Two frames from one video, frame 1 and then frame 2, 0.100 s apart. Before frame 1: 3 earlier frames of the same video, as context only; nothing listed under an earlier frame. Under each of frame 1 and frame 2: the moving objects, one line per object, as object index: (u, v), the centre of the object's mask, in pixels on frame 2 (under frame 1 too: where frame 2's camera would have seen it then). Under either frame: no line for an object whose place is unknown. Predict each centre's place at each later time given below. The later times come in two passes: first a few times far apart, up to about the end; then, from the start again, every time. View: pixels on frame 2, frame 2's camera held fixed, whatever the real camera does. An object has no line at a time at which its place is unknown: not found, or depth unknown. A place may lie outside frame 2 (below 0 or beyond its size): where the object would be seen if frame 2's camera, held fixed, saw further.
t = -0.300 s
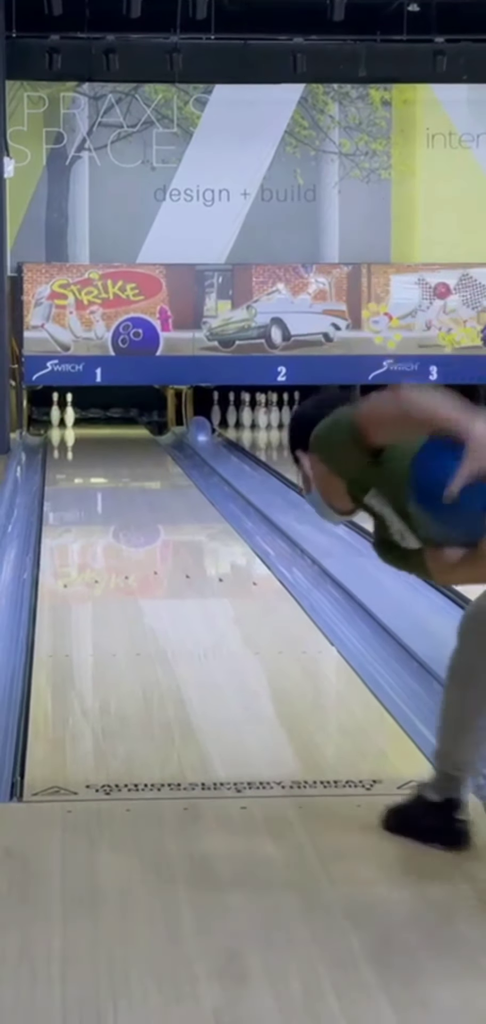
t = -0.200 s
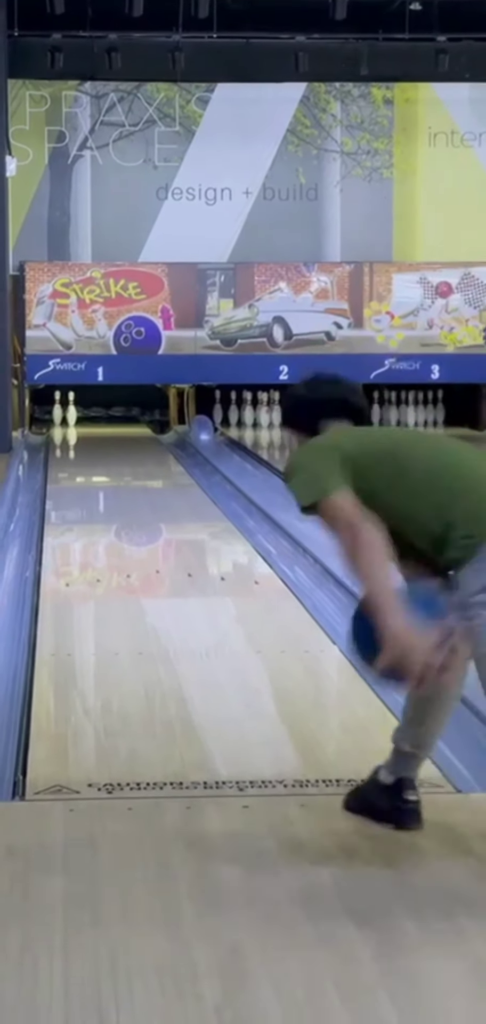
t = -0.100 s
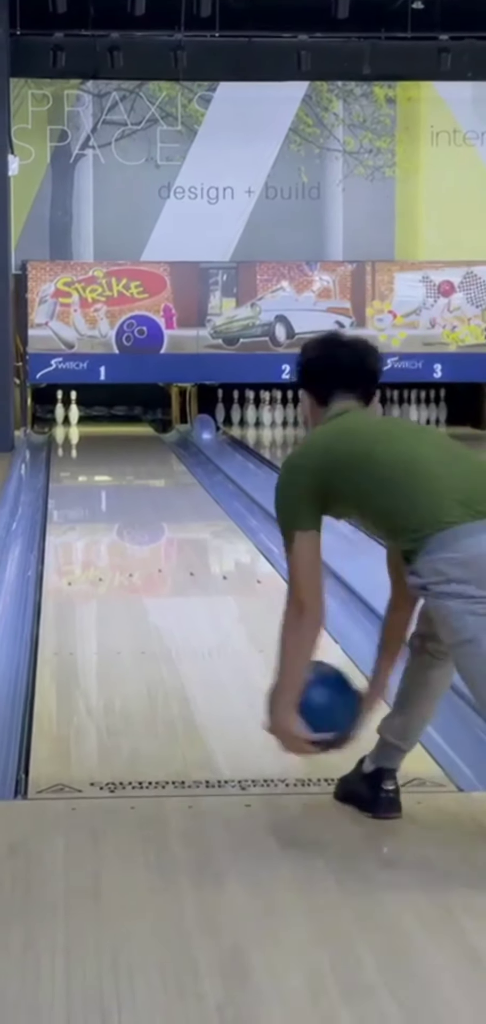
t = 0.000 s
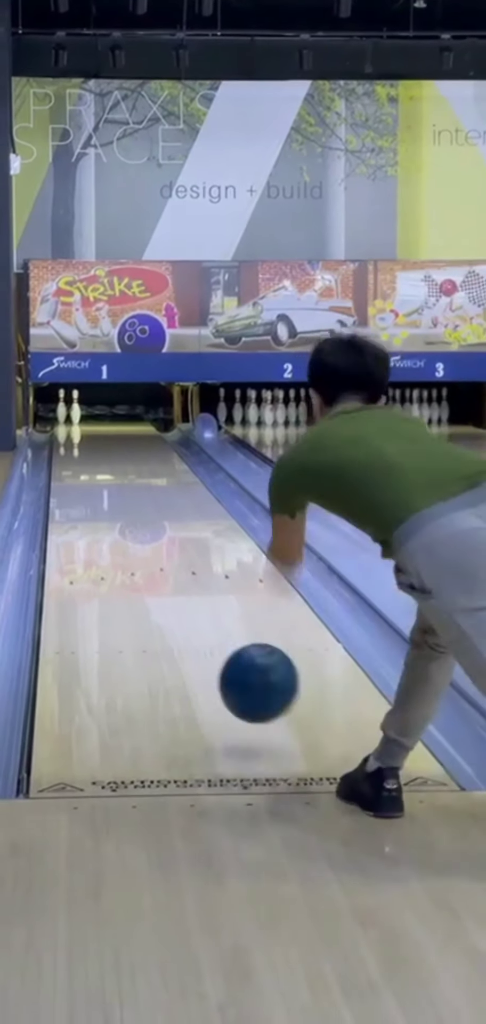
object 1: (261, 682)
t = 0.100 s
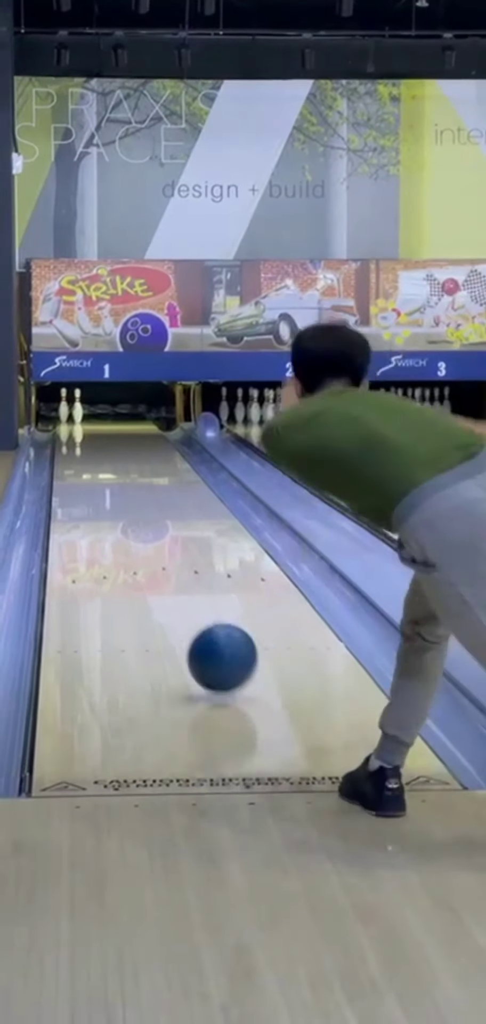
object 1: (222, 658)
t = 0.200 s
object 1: (193, 625)
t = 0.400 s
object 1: (151, 570)
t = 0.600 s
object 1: (123, 533)
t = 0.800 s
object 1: (103, 506)
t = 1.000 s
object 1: (89, 486)
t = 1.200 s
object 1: (80, 470)
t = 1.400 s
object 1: (73, 457)
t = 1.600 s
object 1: (69, 446)
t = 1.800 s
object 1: (66, 436)
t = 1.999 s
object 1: (66, 429)
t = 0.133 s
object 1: (212, 642)
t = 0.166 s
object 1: (202, 631)
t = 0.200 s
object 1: (193, 625)
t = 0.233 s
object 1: (185, 615)
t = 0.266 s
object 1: (177, 604)
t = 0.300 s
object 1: (170, 595)
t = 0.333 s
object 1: (163, 586)
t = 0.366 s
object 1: (157, 578)
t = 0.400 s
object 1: (151, 570)
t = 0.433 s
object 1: (146, 563)
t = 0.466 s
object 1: (140, 556)
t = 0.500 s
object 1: (136, 550)
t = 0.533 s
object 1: (131, 544)
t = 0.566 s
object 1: (127, 539)
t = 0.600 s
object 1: (123, 533)
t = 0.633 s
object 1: (119, 528)
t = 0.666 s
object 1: (116, 523)
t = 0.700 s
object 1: (112, 518)
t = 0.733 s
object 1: (109, 514)
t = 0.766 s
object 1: (106, 510)
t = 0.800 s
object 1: (103, 506)
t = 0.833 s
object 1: (101, 502)
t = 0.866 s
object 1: (98, 499)
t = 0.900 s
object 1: (96, 496)
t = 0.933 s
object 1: (94, 492)
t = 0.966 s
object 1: (92, 489)
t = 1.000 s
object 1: (89, 486)
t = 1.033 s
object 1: (87, 483)
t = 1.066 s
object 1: (86, 481)
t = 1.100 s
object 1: (84, 478)
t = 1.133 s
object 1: (82, 475)
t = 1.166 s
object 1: (81, 472)
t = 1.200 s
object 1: (80, 470)
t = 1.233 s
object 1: (78, 467)
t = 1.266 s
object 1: (77, 465)
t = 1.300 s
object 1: (76, 463)
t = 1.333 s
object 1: (75, 461)
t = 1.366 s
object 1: (74, 459)
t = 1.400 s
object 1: (73, 457)
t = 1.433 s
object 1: (72, 455)
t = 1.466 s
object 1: (71, 453)
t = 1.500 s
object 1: (71, 451)
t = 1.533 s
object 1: (69, 449)
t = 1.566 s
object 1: (69, 447)
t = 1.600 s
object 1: (69, 446)
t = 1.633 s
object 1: (68, 444)
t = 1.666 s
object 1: (68, 442)
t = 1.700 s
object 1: (67, 440)
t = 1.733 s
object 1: (67, 439)
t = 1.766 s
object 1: (67, 438)
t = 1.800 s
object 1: (66, 436)
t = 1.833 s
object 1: (66, 435)
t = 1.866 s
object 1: (66, 434)
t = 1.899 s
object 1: (66, 432)
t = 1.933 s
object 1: (66, 432)
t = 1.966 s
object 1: (66, 430)
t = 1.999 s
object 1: (66, 429)
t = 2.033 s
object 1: (66, 427)
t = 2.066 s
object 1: (66, 426)
